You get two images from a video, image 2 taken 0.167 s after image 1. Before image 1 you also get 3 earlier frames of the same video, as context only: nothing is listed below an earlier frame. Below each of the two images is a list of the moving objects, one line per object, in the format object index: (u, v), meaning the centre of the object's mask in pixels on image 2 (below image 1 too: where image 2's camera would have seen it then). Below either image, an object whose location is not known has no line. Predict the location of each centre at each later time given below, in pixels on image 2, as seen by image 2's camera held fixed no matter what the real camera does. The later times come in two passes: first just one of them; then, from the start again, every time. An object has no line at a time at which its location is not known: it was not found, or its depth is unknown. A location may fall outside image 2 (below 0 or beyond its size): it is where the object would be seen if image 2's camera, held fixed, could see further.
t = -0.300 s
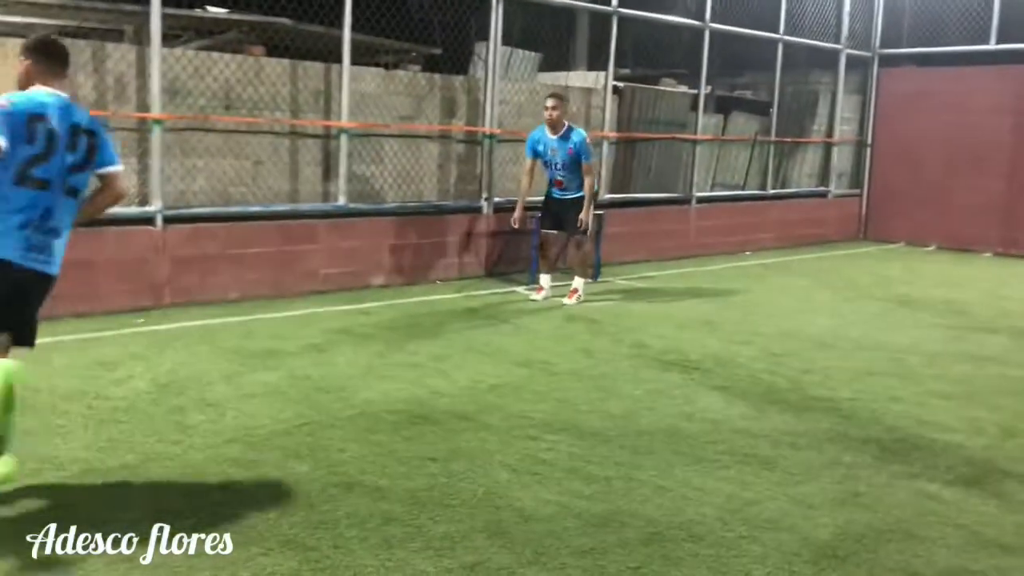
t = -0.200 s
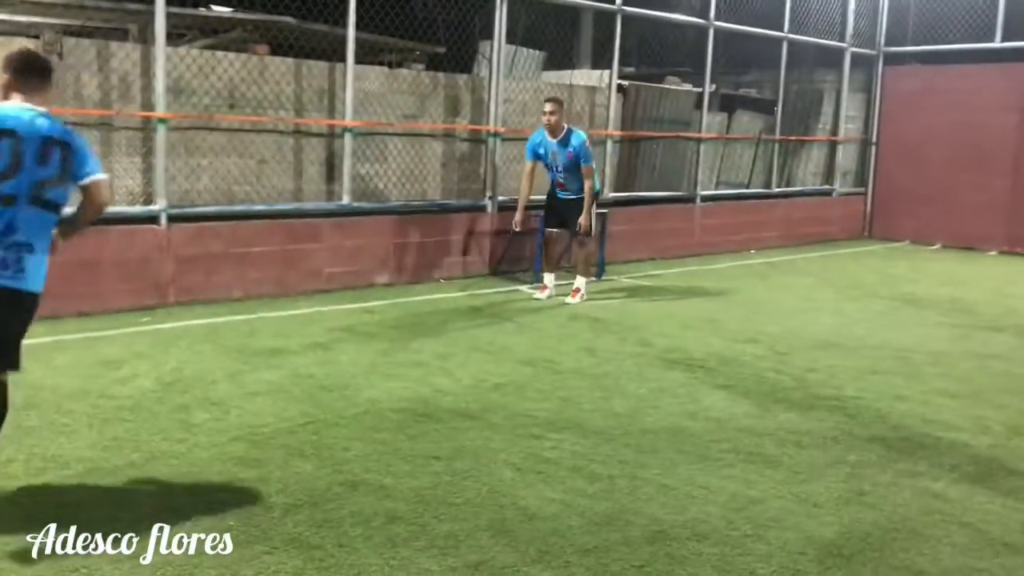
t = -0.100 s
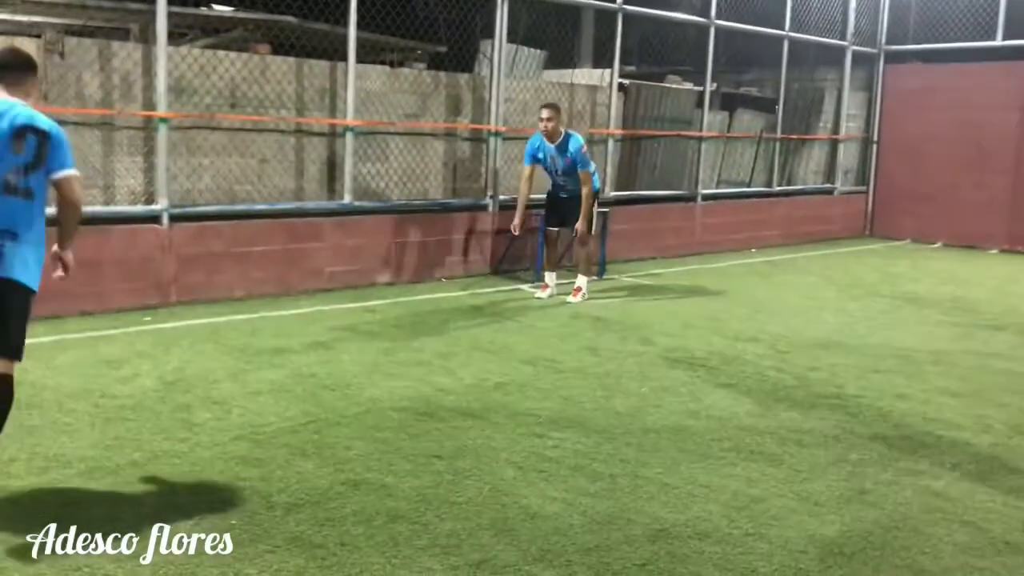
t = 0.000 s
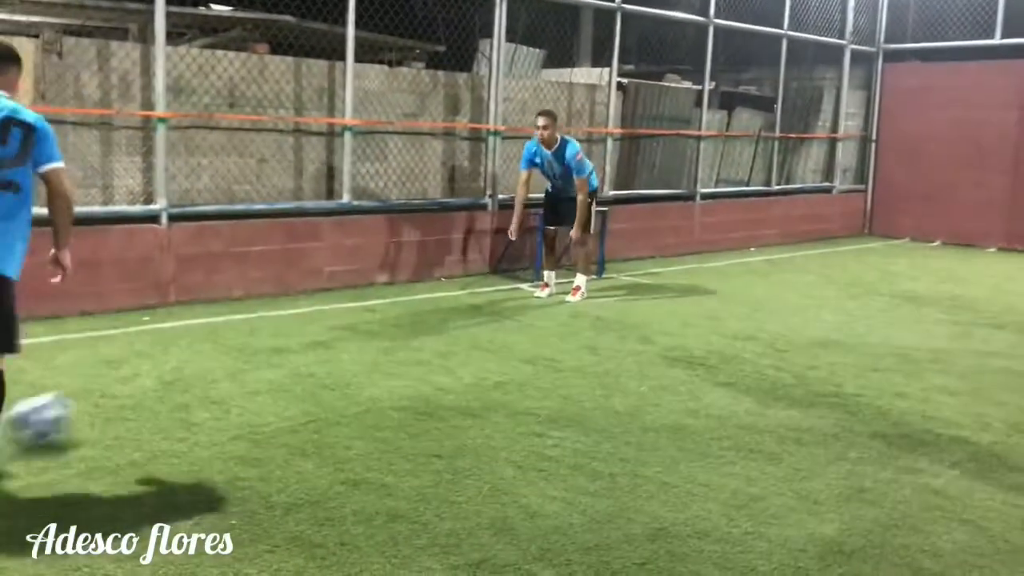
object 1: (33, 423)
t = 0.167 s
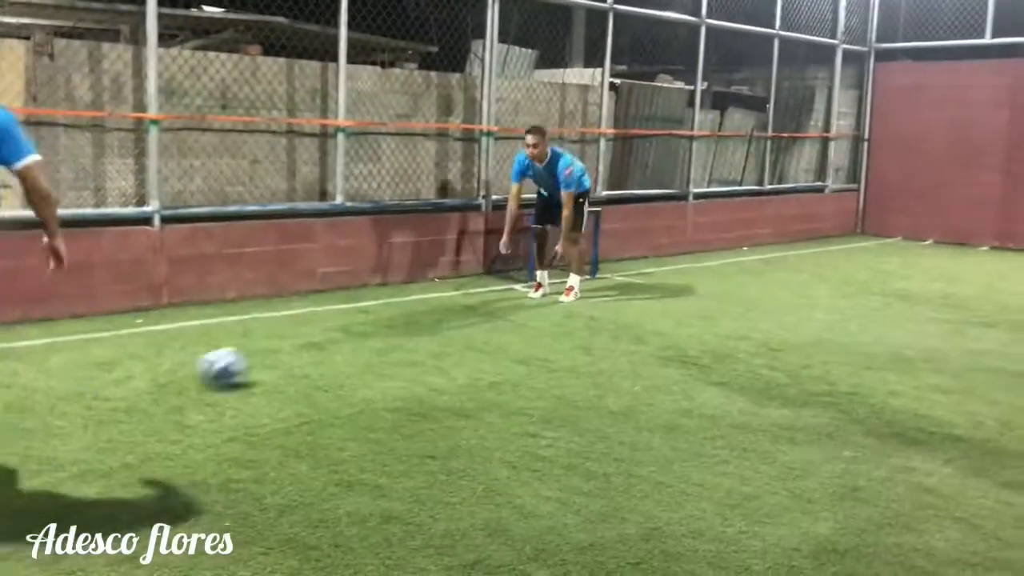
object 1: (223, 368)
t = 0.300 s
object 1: (314, 341)
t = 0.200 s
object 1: (249, 361)
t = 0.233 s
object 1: (273, 353)
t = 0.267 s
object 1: (295, 346)
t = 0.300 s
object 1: (314, 341)
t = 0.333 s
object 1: (331, 334)
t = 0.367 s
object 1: (346, 328)
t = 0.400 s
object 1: (361, 325)
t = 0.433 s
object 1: (375, 321)
